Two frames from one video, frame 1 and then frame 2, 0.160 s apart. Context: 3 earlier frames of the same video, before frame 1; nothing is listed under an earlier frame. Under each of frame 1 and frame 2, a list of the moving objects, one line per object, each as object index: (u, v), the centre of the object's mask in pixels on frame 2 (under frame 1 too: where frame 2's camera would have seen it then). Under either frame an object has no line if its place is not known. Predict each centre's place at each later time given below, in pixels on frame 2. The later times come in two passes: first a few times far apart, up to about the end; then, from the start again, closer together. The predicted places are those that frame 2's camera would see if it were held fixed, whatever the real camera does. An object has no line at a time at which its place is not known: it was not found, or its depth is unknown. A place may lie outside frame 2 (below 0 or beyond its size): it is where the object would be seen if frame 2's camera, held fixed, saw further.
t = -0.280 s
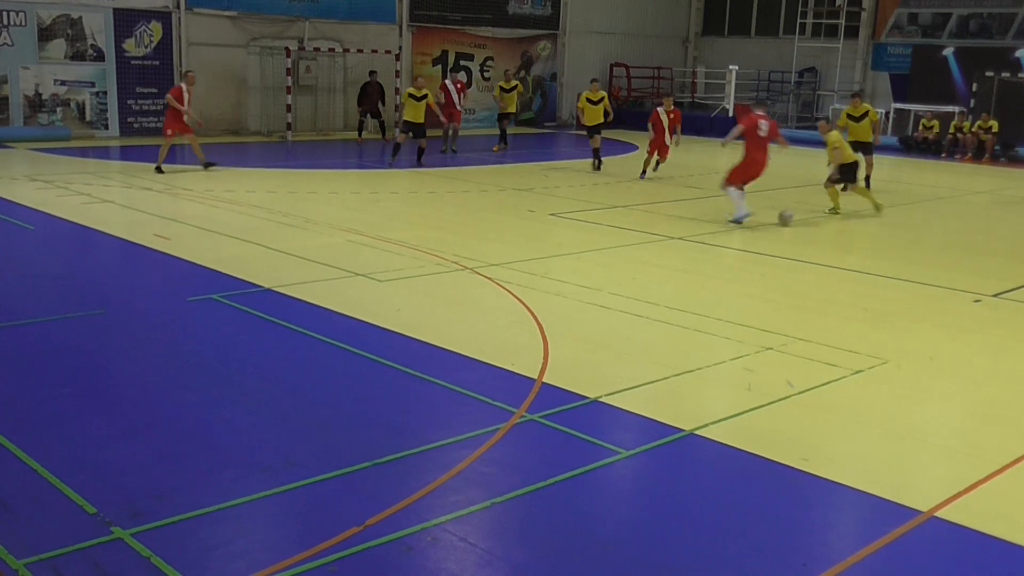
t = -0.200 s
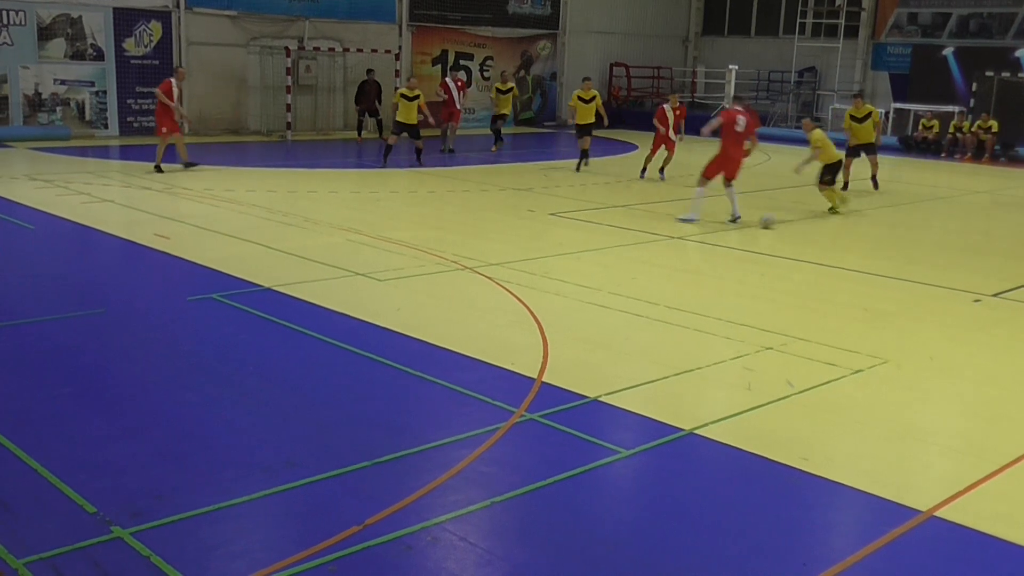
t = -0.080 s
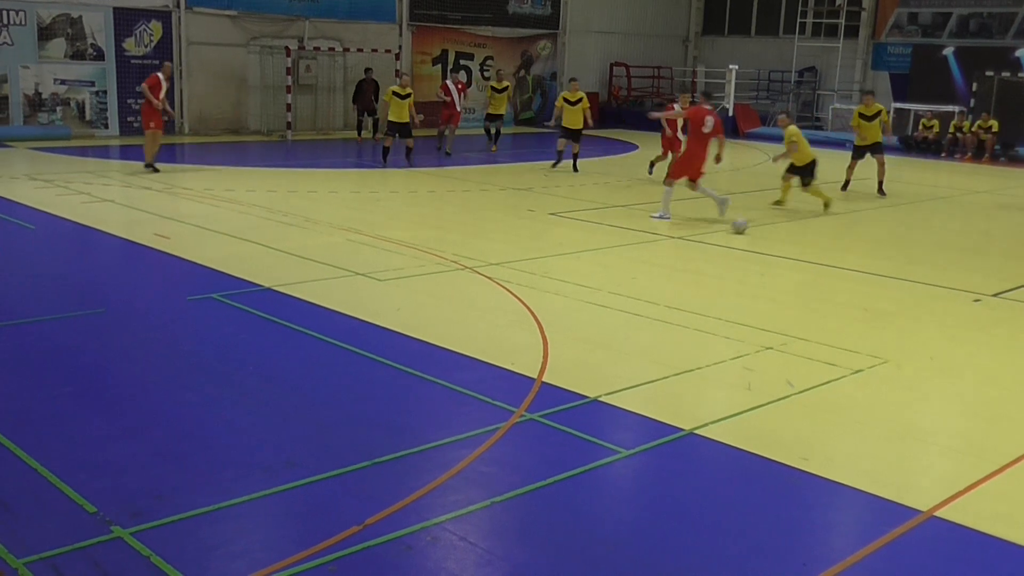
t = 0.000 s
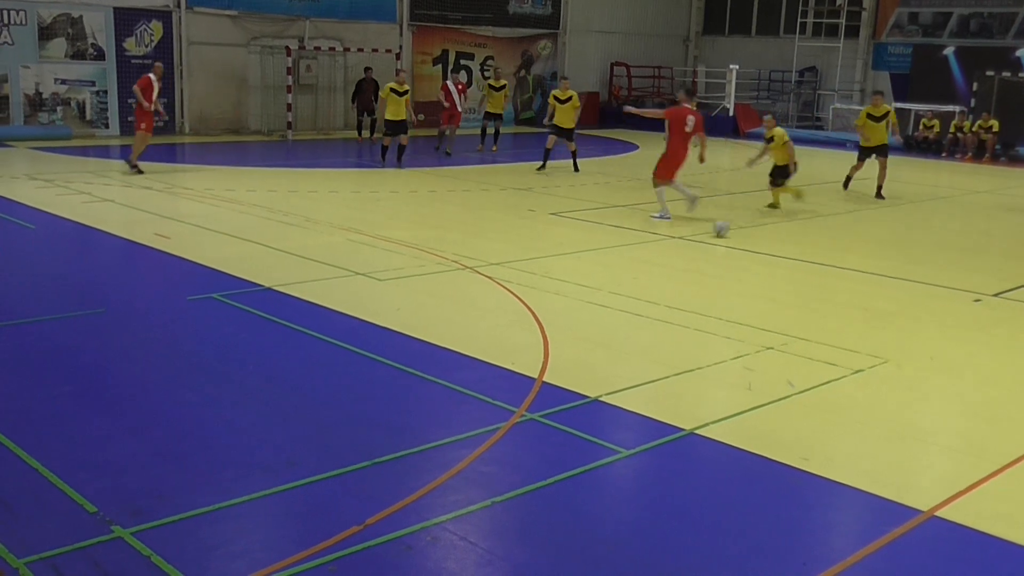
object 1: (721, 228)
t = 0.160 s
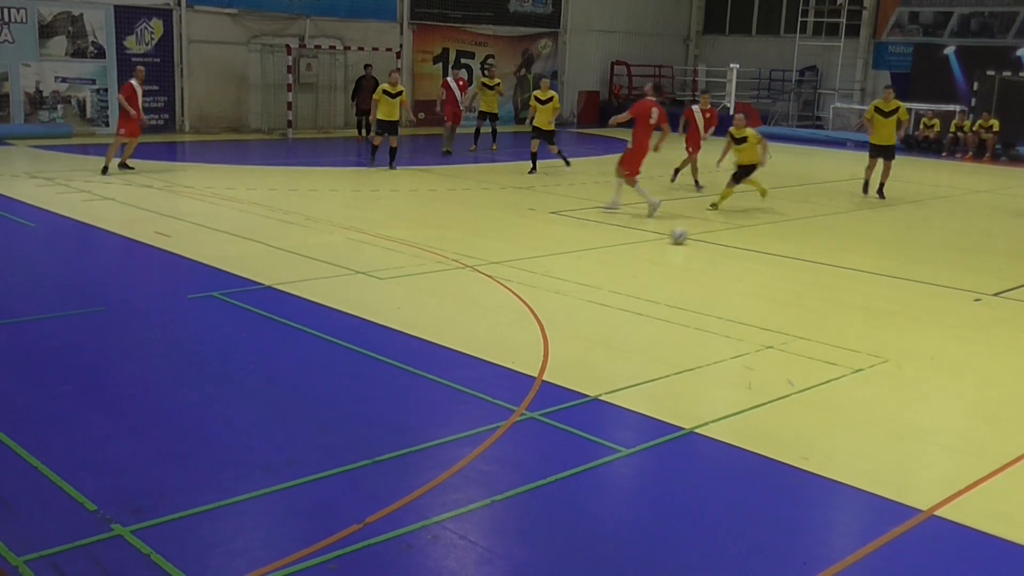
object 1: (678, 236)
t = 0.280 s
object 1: (646, 242)
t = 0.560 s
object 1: (560, 258)
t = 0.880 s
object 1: (441, 281)
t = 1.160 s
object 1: (317, 303)
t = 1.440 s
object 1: (160, 333)
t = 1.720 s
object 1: (-35, 370)
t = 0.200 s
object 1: (667, 239)
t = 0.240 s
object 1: (657, 239)
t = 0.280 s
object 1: (646, 242)
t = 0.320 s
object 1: (634, 244)
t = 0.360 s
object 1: (622, 247)
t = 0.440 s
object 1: (598, 251)
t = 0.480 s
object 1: (585, 254)
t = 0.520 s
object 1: (572, 256)
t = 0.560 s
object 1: (560, 258)
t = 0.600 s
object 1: (546, 262)
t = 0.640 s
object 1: (532, 264)
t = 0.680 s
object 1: (518, 267)
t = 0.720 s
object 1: (503, 269)
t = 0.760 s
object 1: (489, 270)
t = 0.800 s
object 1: (472, 275)
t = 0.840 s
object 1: (457, 278)
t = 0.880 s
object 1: (441, 281)
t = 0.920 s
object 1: (424, 284)
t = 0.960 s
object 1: (408, 285)
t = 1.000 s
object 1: (392, 287)
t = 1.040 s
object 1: (373, 291)
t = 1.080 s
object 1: (355, 297)
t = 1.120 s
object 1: (336, 298)
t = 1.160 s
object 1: (317, 303)
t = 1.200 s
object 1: (296, 308)
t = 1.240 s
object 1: (276, 311)
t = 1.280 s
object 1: (255, 316)
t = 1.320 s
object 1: (232, 319)
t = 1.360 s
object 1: (209, 323)
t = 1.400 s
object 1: (186, 329)
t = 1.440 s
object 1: (160, 333)
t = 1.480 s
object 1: (135, 337)
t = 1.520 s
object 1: (109, 343)
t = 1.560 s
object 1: (81, 349)
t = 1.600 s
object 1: (54, 353)
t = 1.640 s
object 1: (25, 359)
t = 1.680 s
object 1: (-5, 366)
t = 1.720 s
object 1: (-35, 370)
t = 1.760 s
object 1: (-54, 371)
